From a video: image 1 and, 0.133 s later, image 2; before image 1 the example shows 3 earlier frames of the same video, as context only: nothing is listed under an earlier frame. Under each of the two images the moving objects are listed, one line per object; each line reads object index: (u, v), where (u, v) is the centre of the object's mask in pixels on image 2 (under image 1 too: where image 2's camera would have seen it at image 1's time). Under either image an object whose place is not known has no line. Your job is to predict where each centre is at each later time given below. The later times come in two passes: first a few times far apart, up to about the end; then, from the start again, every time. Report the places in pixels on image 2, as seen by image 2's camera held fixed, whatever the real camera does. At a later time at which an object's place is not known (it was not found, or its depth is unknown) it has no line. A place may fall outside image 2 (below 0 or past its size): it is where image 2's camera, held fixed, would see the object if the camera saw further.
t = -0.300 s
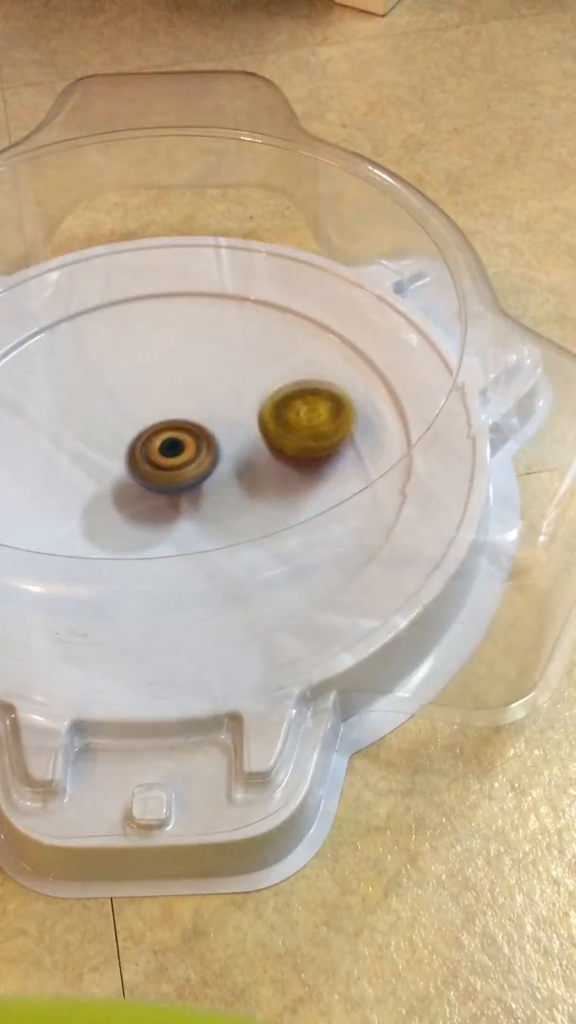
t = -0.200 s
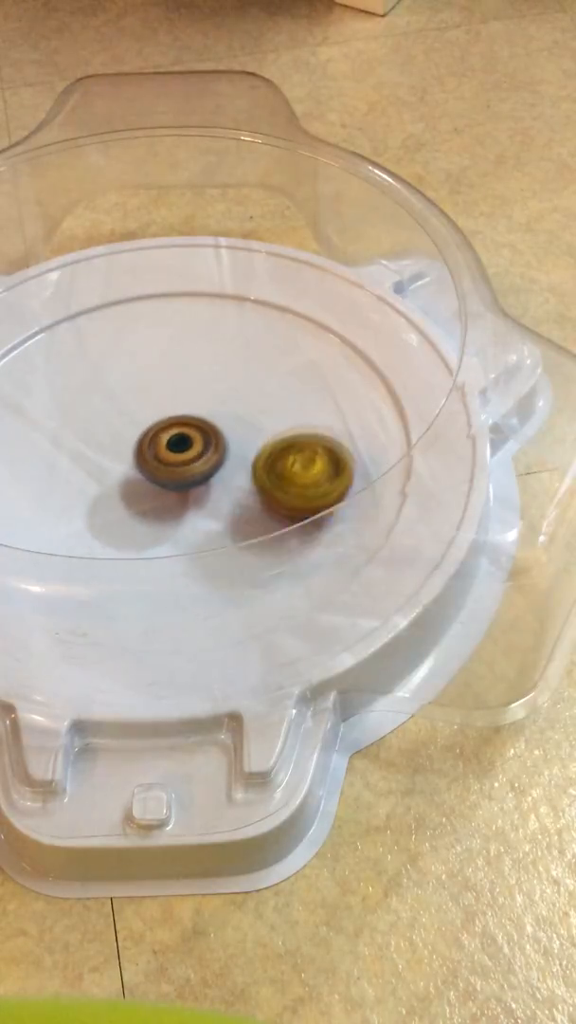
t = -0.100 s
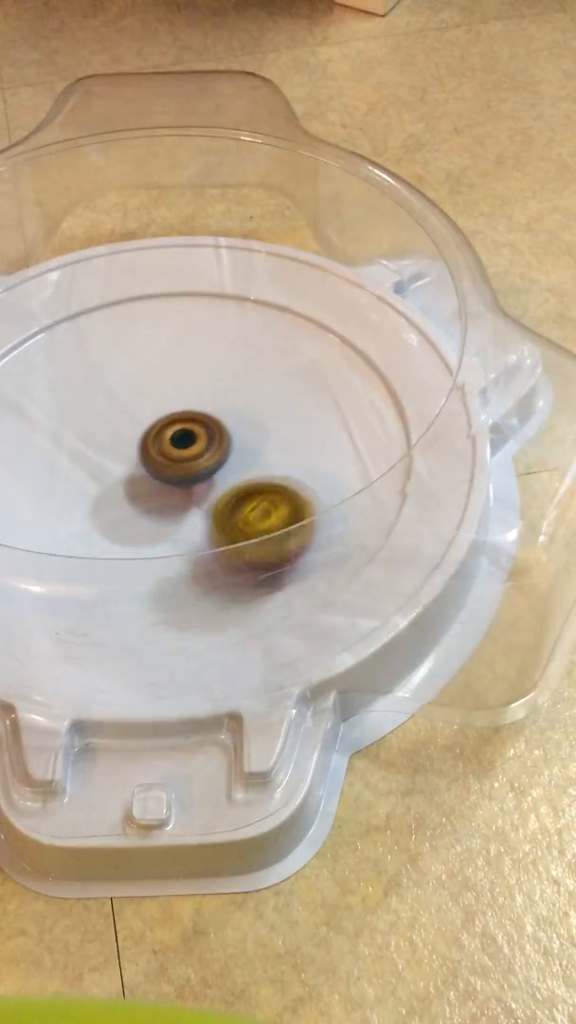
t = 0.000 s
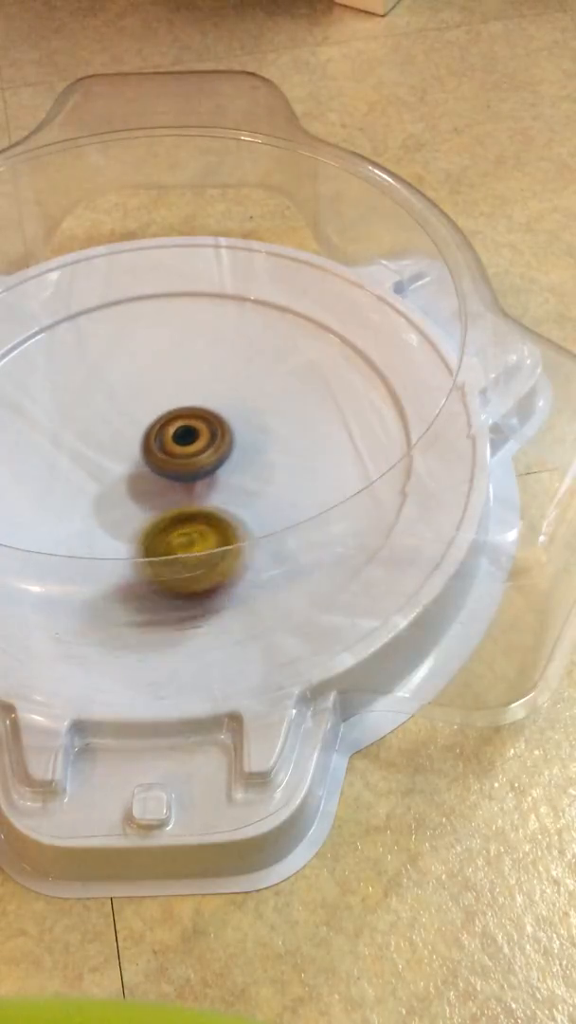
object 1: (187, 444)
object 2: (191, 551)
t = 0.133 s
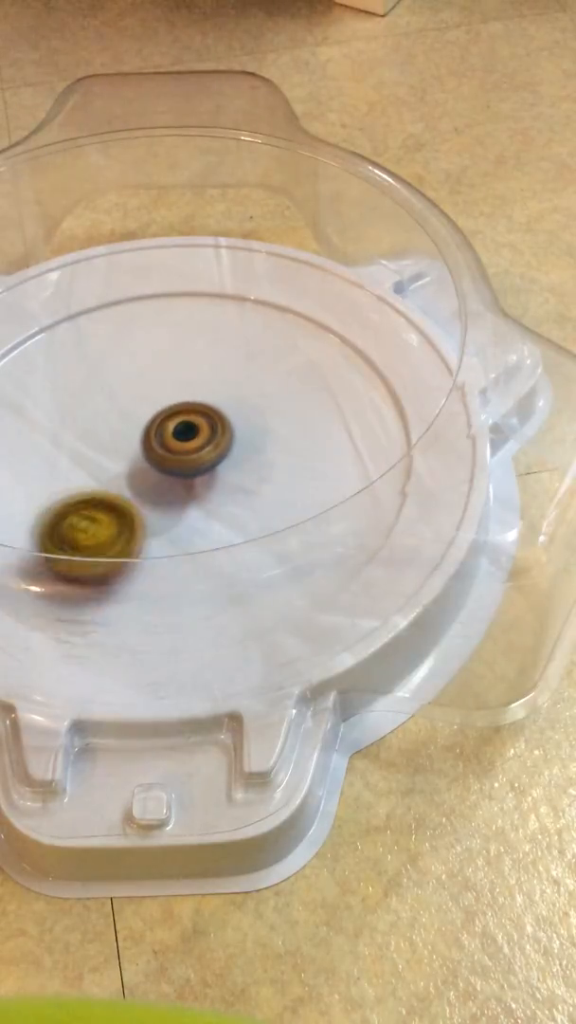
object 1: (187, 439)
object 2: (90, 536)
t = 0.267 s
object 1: (184, 436)
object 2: (44, 475)
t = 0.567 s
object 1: (170, 441)
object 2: (132, 348)
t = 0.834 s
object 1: (164, 453)
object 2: (282, 372)
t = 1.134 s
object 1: (168, 461)
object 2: (247, 515)
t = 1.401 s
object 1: (179, 455)
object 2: (66, 516)
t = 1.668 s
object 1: (183, 444)
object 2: (60, 399)
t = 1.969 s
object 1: (173, 438)
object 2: (229, 359)
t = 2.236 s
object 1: (163, 443)
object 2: (307, 446)
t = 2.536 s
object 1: (165, 454)
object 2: (157, 533)
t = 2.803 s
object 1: (177, 458)
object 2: (45, 447)
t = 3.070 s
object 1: (184, 452)
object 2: (127, 357)
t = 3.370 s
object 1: (177, 442)
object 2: (273, 401)
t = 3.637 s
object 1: (164, 442)
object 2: (254, 510)
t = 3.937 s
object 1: (160, 450)
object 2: (84, 509)
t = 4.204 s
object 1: (179, 446)
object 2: (46, 403)
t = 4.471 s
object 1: (190, 439)
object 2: (167, 366)
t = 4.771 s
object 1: (213, 479)
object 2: (266, 376)
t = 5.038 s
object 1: (187, 522)
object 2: (237, 416)
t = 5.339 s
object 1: (167, 523)
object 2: (131, 406)
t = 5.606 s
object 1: (124, 478)
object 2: (124, 397)
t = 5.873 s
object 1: (112, 484)
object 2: (181, 407)
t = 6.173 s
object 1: (126, 491)
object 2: (231, 453)
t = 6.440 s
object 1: (94, 510)
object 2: (250, 430)
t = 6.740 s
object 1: (115, 487)
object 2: (197, 427)
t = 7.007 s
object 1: (111, 489)
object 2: (179, 414)
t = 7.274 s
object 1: (129, 505)
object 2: (183, 439)
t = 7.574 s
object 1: (122, 499)
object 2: (183, 459)
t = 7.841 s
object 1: (124, 503)
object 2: (183, 461)
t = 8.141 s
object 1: (124, 503)
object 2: (183, 460)
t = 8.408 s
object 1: (124, 503)
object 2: (183, 460)
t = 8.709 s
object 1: (124, 503)
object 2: (183, 460)
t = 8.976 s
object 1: (124, 503)
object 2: (183, 460)
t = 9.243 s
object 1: (125, 503)
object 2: (183, 461)
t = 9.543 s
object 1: (125, 503)
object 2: (183, 460)
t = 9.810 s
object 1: (125, 503)
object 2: (183, 461)
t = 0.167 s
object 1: (187, 438)
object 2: (70, 524)
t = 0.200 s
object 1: (186, 438)
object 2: (56, 508)
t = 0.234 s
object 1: (185, 437)
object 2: (48, 491)
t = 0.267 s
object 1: (184, 436)
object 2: (44, 475)
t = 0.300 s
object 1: (183, 436)
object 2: (42, 457)
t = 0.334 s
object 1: (182, 436)
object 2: (43, 441)
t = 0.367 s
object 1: (180, 436)
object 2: (46, 423)
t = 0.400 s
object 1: (178, 437)
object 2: (53, 406)
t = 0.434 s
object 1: (176, 437)
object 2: (65, 391)
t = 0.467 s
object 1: (174, 438)
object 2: (79, 377)
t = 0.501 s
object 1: (173, 439)
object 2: (95, 366)
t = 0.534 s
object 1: (171, 440)
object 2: (113, 356)
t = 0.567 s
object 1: (170, 441)
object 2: (132, 348)
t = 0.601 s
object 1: (168, 443)
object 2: (154, 342)
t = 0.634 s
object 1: (167, 444)
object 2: (174, 339)
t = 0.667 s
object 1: (166, 445)
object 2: (194, 338)
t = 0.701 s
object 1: (165, 447)
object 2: (214, 340)
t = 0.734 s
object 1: (164, 448)
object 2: (232, 343)
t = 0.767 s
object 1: (163, 450)
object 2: (251, 350)
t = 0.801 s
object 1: (163, 451)
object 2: (268, 360)
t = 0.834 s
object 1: (164, 453)
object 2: (282, 372)
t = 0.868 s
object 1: (163, 454)
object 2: (292, 384)
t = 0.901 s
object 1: (163, 455)
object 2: (300, 399)
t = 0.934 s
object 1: (164, 457)
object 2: (304, 416)
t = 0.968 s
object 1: (164, 458)
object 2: (305, 433)
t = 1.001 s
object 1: (165, 459)
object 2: (301, 451)
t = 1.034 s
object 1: (165, 460)
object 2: (293, 469)
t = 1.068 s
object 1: (166, 460)
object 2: (282, 484)
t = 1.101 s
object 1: (167, 461)
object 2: (266, 498)
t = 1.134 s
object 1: (168, 461)
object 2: (247, 515)
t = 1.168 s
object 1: (169, 460)
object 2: (226, 526)
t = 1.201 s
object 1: (170, 460)
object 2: (201, 535)
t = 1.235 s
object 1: (171, 459)
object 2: (178, 539)
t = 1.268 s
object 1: (173, 459)
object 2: (153, 541)
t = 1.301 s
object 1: (174, 459)
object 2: (128, 539)
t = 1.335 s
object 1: (175, 458)
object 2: (104, 535)
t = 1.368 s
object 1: (177, 457)
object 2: (83, 529)
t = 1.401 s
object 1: (179, 455)
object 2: (66, 516)
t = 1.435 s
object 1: (180, 454)
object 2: (52, 505)
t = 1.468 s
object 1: (181, 452)
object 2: (44, 490)
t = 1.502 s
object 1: (181, 450)
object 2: (40, 475)
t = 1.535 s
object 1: (183, 449)
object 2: (38, 460)
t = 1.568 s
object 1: (183, 448)
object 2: (39, 443)
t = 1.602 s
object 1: (183, 446)
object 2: (43, 427)
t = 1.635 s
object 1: (183, 445)
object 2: (48, 412)
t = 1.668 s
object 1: (183, 444)
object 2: (60, 399)
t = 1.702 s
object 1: (182, 442)
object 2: (75, 387)
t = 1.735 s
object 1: (182, 441)
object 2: (92, 376)
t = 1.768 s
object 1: (181, 440)
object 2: (110, 368)
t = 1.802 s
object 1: (180, 440)
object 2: (130, 362)
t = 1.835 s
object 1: (179, 439)
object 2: (150, 357)
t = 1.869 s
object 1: (178, 438)
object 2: (170, 355)
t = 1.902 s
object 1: (177, 438)
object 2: (191, 355)
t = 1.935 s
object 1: (174, 439)
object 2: (210, 355)
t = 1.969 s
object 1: (173, 438)
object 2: (229, 359)
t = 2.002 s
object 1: (172, 438)
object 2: (246, 364)
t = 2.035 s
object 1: (170, 438)
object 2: (262, 371)
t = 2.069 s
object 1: (169, 439)
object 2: (277, 381)
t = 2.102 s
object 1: (168, 440)
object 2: (288, 390)
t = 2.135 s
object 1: (166, 440)
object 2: (299, 403)
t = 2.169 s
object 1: (165, 441)
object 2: (305, 417)
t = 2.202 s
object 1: (164, 442)
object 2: (307, 431)
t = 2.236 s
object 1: (163, 443)
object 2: (307, 446)
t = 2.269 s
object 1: (162, 445)
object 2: (303, 464)
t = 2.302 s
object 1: (162, 446)
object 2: (295, 477)
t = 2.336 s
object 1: (162, 447)
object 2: (283, 490)
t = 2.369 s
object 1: (162, 449)
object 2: (266, 507)
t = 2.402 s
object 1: (162, 450)
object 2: (247, 516)
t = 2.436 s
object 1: (163, 451)
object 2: (227, 524)
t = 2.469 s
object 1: (163, 452)
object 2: (203, 530)
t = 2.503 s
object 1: (164, 453)
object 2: (180, 533)
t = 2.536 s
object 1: (165, 454)
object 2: (157, 533)
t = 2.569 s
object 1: (167, 454)
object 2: (132, 528)
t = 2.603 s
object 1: (168, 455)
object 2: (113, 520)
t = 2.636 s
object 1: (169, 457)
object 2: (94, 515)
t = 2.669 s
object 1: (170, 457)
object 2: (76, 504)
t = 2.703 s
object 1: (171, 458)
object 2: (63, 492)
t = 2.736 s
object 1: (173, 458)
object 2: (53, 477)
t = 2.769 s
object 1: (175, 458)
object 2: (47, 462)
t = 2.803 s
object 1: (177, 458)
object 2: (45, 447)
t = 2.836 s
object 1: (178, 458)
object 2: (45, 431)
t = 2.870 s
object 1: (180, 457)
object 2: (48, 416)
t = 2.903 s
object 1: (181, 456)
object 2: (54, 403)
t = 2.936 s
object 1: (182, 456)
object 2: (65, 390)
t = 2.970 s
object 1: (183, 455)
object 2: (77, 379)
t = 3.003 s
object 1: (184, 454)
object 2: (92, 369)
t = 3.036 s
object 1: (184, 453)
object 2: (109, 361)
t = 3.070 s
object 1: (184, 452)
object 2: (127, 357)
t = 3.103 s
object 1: (185, 451)
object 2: (148, 354)
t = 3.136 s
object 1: (184, 450)
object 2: (166, 353)
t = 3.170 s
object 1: (184, 448)
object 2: (186, 354)
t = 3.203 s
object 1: (183, 447)
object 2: (203, 357)
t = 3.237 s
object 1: (182, 446)
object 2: (220, 363)
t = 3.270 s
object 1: (181, 445)
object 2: (237, 369)
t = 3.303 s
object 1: (180, 444)
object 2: (250, 378)
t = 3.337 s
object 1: (179, 443)
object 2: (263, 388)
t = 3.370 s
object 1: (177, 442)
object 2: (273, 401)
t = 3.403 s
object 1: (176, 442)
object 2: (282, 412)
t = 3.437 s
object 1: (174, 442)
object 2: (286, 427)
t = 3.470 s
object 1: (172, 441)
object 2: (288, 440)
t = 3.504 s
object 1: (171, 441)
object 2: (288, 455)
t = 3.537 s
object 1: (168, 441)
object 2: (285, 470)
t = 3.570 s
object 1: (167, 441)
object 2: (278, 484)
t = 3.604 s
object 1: (166, 441)
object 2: (266, 496)
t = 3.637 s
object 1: (164, 442)
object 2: (254, 510)
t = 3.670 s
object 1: (162, 443)
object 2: (238, 522)
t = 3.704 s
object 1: (161, 443)
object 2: (219, 530)
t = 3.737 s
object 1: (160, 444)
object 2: (198, 535)
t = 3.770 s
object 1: (159, 445)
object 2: (175, 539)
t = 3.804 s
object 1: (160, 446)
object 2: (155, 538)
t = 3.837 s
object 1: (159, 447)
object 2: (133, 533)
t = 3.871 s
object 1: (159, 447)
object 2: (114, 526)
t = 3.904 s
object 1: (160, 449)
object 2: (97, 516)
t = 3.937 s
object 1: (160, 450)
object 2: (84, 509)
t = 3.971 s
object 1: (160, 451)
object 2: (72, 495)
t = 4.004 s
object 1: (162, 451)
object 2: (65, 483)
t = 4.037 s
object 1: (166, 450)
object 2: (55, 469)
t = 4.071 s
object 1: (169, 448)
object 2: (49, 458)
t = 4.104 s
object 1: (172, 448)
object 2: (44, 442)
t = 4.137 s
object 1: (175, 448)
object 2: (42, 430)
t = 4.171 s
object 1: (177, 447)
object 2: (43, 416)
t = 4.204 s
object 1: (179, 446)
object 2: (46, 403)
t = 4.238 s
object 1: (181, 446)
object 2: (54, 391)
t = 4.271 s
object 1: (184, 444)
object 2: (66, 382)
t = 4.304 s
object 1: (186, 443)
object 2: (80, 374)
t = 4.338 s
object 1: (187, 442)
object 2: (96, 368)
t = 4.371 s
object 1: (188, 441)
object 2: (113, 365)
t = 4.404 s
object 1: (189, 441)
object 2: (132, 364)
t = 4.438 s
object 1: (189, 440)
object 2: (149, 364)
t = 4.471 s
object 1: (190, 439)
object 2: (167, 366)
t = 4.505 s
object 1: (192, 442)
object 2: (182, 365)
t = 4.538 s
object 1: (201, 454)
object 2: (191, 360)
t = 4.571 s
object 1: (204, 463)
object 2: (200, 355)
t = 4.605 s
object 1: (206, 469)
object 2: (214, 351)
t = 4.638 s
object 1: (209, 472)
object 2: (228, 350)
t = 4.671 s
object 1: (209, 475)
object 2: (241, 351)
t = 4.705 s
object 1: (211, 477)
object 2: (253, 357)
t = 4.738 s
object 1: (212, 479)
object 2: (261, 366)
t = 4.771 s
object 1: (213, 479)
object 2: (266, 376)
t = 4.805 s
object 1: (214, 481)
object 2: (266, 390)
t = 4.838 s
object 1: (214, 481)
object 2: (264, 402)
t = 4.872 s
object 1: (213, 483)
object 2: (260, 411)
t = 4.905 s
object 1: (205, 502)
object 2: (259, 411)
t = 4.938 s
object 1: (200, 512)
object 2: (256, 411)
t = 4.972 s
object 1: (195, 517)
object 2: (251, 412)
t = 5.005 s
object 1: (192, 520)
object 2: (245, 414)
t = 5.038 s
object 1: (187, 522)
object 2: (237, 416)
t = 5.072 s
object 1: (186, 524)
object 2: (227, 419)
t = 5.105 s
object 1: (184, 525)
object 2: (213, 419)
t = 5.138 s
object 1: (181, 527)
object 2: (201, 419)
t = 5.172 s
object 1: (178, 527)
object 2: (188, 419)
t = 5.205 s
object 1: (178, 533)
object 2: (173, 419)
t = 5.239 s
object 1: (174, 526)
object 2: (162, 416)
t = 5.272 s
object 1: (172, 525)
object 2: (151, 413)
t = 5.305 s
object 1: (169, 524)
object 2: (139, 410)
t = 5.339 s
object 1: (167, 523)
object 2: (131, 406)
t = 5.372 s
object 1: (163, 521)
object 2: (123, 402)
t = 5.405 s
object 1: (159, 519)
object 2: (118, 399)
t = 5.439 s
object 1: (153, 514)
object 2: (115, 397)
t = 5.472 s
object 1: (147, 506)
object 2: (114, 395)
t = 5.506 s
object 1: (140, 499)
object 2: (116, 395)
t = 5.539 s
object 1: (134, 491)
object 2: (117, 396)
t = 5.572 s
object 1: (127, 481)
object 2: (121, 398)
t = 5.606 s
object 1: (124, 478)
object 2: (124, 397)
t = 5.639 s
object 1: (122, 477)
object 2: (128, 395)
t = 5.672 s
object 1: (121, 475)
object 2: (133, 393)
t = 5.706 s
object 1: (116, 473)
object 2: (140, 394)
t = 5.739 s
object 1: (114, 473)
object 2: (148, 396)
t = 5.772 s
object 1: (112, 471)
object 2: (156, 401)
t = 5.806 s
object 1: (111, 475)
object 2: (165, 404)
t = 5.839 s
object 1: (112, 481)
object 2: (173, 404)
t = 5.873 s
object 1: (112, 484)
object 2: (181, 407)
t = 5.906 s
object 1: (111, 485)
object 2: (191, 410)
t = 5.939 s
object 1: (112, 487)
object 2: (197, 416)
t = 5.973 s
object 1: (116, 488)
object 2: (202, 423)
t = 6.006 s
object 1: (117, 488)
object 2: (206, 430)
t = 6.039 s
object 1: (123, 488)
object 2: (209, 439)
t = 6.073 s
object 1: (118, 491)
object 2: (213, 446)
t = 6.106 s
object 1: (117, 494)
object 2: (220, 447)
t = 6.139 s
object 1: (123, 494)
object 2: (227, 450)
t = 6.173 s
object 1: (126, 491)
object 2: (231, 453)
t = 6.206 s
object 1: (127, 490)
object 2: (233, 454)
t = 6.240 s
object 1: (126, 487)
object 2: (233, 457)
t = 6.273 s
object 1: (129, 484)
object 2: (233, 459)
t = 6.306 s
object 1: (131, 481)
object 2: (231, 461)
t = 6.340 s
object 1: (112, 493)
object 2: (242, 452)
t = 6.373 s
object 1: (102, 504)
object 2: (250, 441)
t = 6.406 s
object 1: (96, 509)
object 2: (252, 435)
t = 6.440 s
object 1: (94, 510)
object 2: (250, 430)
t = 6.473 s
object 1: (92, 511)
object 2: (248, 425)
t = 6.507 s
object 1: (91, 514)
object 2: (245, 421)
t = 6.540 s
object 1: (93, 515)
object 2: (240, 417)
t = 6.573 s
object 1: (97, 516)
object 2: (233, 415)
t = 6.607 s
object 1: (96, 508)
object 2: (224, 415)
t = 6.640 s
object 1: (100, 505)
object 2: (215, 416)
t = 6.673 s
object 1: (104, 500)
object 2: (208, 419)
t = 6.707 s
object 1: (110, 495)
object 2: (204, 424)
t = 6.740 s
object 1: (115, 487)
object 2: (197, 427)
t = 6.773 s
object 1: (110, 482)
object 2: (195, 425)
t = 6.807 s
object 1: (105, 488)
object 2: (196, 415)
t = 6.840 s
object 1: (104, 491)
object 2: (195, 410)
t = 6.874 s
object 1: (103, 490)
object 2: (189, 408)
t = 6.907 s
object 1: (101, 490)
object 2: (185, 406)
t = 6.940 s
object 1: (102, 491)
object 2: (180, 409)
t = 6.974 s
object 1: (107, 487)
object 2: (179, 413)
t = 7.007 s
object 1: (111, 489)
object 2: (179, 414)
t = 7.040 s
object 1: (114, 491)
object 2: (182, 417)
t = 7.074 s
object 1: (119, 494)
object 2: (185, 418)
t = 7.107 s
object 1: (123, 497)
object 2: (187, 421)
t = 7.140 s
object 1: (127, 499)
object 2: (186, 423)
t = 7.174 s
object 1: (129, 502)
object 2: (187, 427)
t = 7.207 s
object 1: (129, 504)
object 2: (186, 430)
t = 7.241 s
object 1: (129, 505)
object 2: (184, 433)
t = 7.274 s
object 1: (129, 505)
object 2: (183, 439)
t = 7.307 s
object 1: (129, 504)
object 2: (182, 445)
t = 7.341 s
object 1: (129, 503)
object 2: (181, 449)
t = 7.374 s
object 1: (126, 502)
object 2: (181, 452)
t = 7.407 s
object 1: (123, 499)
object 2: (181, 454)
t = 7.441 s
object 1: (121, 498)
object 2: (181, 456)
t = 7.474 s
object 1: (120, 497)
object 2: (181, 456)
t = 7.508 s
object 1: (120, 497)
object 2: (182, 456)
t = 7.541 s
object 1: (120, 497)
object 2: (182, 458)
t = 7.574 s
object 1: (122, 499)
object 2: (183, 459)
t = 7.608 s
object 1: (123, 500)
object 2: (183, 460)
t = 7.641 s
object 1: (123, 501)
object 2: (183, 460)
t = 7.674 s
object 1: (124, 502)
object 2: (183, 460)
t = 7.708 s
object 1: (124, 503)
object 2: (183, 461)
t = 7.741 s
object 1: (124, 503)
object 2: (183, 461)
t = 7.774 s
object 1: (124, 503)
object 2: (183, 461)
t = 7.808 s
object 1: (124, 503)
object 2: (183, 461)
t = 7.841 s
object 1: (124, 503)
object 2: (183, 461)
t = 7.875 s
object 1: (124, 503)
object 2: (183, 461)
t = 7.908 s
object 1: (124, 503)
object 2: (183, 461)
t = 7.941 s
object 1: (124, 503)
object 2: (183, 461)
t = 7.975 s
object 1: (124, 503)
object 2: (183, 460)
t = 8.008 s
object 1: (124, 503)
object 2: (183, 460)
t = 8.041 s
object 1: (124, 503)
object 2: (183, 460)
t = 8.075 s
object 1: (124, 503)
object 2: (183, 460)
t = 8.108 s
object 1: (124, 503)
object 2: (183, 460)
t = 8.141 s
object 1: (124, 503)
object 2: (183, 460)
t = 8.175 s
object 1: (124, 503)
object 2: (183, 460)
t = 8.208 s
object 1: (124, 503)
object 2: (183, 460)
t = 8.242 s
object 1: (124, 503)
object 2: (183, 460)
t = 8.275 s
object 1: (124, 503)
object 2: (183, 460)
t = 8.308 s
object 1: (124, 503)
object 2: (183, 461)
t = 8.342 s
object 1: (124, 503)
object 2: (183, 460)
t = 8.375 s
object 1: (124, 503)
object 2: (183, 460)
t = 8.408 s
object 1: (124, 503)
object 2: (183, 460)
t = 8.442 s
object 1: (124, 503)
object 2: (183, 460)
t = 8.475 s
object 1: (124, 503)
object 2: (183, 460)
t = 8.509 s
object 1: (124, 503)
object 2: (183, 460)
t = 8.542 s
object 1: (124, 503)
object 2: (183, 460)
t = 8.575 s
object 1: (124, 503)
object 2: (183, 460)
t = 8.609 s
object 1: (124, 503)
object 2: (183, 460)
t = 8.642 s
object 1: (124, 503)
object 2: (183, 460)
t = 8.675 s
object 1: (124, 503)
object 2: (183, 460)
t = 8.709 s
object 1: (124, 503)
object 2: (183, 460)
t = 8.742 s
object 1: (124, 503)
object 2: (183, 460)
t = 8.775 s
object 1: (124, 503)
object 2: (183, 460)
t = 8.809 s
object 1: (124, 503)
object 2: (183, 460)
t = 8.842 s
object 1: (124, 503)
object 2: (183, 460)
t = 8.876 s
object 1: (124, 503)
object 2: (183, 460)
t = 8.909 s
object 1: (124, 503)
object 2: (183, 460)
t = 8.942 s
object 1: (124, 503)
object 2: (183, 460)
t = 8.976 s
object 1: (124, 503)
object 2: (183, 460)
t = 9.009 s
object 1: (124, 503)
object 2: (183, 460)
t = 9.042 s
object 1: (124, 503)
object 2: (183, 460)
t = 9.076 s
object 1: (124, 503)
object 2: (183, 460)
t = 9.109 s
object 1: (124, 503)
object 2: (183, 460)
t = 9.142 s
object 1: (125, 503)
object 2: (183, 460)
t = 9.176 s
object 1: (125, 503)
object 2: (183, 461)
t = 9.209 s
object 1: (125, 503)
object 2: (183, 461)
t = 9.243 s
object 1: (125, 503)
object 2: (183, 461)
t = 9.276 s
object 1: (125, 503)
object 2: (183, 461)
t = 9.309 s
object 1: (125, 503)
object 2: (183, 461)
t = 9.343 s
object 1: (125, 503)
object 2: (183, 461)
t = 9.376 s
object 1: (125, 503)
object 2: (183, 461)
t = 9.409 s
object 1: (125, 503)
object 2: (183, 461)
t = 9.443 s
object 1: (125, 503)
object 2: (183, 461)
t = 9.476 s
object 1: (125, 503)
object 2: (183, 460)
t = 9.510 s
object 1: (125, 503)
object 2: (183, 460)
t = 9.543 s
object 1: (125, 503)
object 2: (183, 460)
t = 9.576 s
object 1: (125, 503)
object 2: (183, 461)
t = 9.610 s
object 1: (125, 503)
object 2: (183, 461)
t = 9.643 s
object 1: (125, 503)
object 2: (183, 461)
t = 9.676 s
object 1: (125, 503)
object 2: (183, 461)
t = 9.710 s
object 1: (125, 503)
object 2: (183, 461)
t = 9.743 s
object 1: (125, 503)
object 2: (183, 461)
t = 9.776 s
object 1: (125, 503)
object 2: (183, 461)
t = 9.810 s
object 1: (125, 503)
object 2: (183, 461)
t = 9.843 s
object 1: (125, 503)
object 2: (183, 461)
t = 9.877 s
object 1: (125, 503)
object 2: (183, 461)
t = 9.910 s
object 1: (125, 503)
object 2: (183, 461)
